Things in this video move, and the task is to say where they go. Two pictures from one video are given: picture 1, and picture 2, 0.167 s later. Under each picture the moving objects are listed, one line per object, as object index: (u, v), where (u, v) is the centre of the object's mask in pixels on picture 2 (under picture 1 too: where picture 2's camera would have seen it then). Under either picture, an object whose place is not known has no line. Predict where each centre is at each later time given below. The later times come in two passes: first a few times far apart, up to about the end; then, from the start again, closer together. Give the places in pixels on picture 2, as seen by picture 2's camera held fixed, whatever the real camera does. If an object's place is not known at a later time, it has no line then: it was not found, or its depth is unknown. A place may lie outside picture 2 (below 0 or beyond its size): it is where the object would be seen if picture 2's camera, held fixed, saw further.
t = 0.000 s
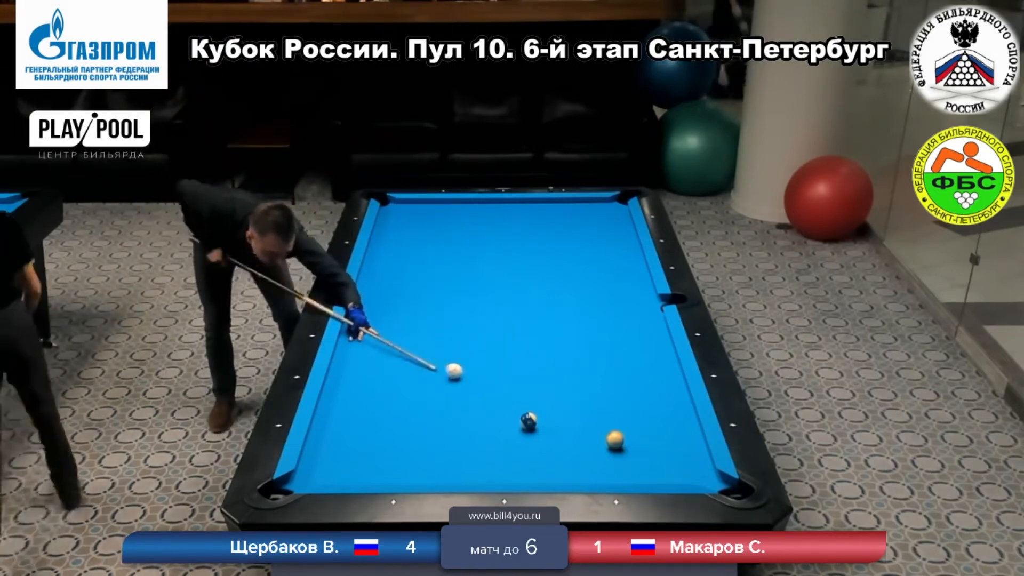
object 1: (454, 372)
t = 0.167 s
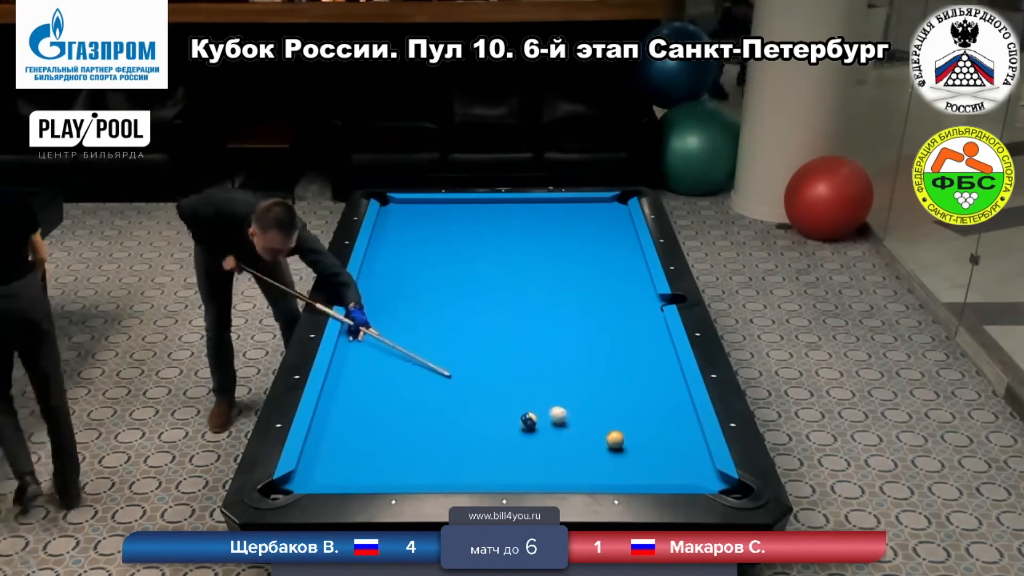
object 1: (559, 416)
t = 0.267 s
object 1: (601, 433)
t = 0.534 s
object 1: (594, 426)
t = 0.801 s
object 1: (586, 420)
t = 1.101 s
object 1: (578, 413)
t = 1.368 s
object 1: (572, 408)
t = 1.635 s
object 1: (567, 404)
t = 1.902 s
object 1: (563, 401)
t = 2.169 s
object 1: (559, 399)
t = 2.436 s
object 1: (557, 397)
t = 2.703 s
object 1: (556, 396)
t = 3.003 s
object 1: (554, 396)
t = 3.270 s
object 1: (555, 395)
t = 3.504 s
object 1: (555, 395)
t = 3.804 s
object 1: (555, 395)
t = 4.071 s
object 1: (555, 395)
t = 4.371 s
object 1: (555, 395)
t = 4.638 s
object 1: (555, 395)
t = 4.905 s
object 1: (555, 396)
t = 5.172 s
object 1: (555, 396)
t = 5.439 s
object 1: (555, 396)
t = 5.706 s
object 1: (555, 395)
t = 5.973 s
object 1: (555, 395)
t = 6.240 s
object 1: (555, 395)
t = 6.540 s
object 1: (555, 395)
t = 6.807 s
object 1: (555, 395)
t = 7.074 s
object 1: (555, 395)
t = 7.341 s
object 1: (555, 396)
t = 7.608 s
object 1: (555, 396)
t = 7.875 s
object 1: (555, 395)
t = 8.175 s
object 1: (555, 396)
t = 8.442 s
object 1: (555, 395)
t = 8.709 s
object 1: (555, 395)
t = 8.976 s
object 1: (555, 395)
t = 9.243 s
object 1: (555, 396)
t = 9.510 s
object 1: (555, 396)
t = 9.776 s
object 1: (555, 395)
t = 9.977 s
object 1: (555, 396)
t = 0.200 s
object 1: (579, 424)
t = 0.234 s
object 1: (599, 433)
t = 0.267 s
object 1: (601, 433)
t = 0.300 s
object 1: (601, 433)
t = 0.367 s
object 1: (600, 431)
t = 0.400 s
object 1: (598, 430)
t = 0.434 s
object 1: (597, 429)
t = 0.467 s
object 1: (596, 428)
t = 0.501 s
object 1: (595, 427)
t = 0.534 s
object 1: (594, 426)
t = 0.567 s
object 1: (593, 425)
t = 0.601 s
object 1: (592, 424)
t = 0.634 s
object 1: (590, 423)
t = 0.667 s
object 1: (589, 423)
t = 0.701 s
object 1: (588, 422)
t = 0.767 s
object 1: (587, 420)
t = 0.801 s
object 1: (586, 420)
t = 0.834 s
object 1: (585, 419)
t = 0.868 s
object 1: (584, 418)
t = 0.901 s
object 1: (583, 417)
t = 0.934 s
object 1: (582, 416)
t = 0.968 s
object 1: (581, 416)
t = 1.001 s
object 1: (580, 415)
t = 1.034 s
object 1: (579, 414)
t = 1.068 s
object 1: (579, 413)
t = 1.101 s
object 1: (578, 413)
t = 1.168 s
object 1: (576, 412)
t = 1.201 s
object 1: (576, 411)
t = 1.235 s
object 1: (575, 411)
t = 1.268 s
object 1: (574, 410)
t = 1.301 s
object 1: (573, 410)
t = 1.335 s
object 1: (573, 409)
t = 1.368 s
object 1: (572, 408)
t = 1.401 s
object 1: (571, 407)
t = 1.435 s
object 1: (571, 407)
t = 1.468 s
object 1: (570, 407)
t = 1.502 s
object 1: (570, 406)
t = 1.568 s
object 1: (568, 405)
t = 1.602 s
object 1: (568, 405)
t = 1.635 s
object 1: (567, 404)
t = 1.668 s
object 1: (567, 404)
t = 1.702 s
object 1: (566, 403)
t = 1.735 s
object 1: (566, 403)
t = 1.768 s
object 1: (565, 402)
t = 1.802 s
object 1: (565, 402)
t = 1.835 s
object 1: (564, 402)
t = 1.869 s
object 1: (564, 401)
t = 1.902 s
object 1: (563, 401)
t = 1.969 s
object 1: (563, 400)
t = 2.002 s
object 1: (562, 400)
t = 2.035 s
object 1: (562, 400)
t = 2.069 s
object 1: (561, 399)
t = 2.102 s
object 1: (561, 399)
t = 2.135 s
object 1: (560, 399)
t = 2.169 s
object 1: (559, 399)
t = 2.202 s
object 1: (559, 398)
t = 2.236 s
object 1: (559, 398)
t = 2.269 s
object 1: (559, 398)
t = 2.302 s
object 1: (558, 398)
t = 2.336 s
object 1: (558, 397)
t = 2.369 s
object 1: (557, 397)
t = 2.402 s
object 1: (557, 397)
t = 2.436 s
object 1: (557, 397)
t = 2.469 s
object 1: (557, 397)
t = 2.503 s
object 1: (557, 397)
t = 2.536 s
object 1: (557, 396)
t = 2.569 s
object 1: (556, 396)
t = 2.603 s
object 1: (556, 396)
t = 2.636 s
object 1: (555, 397)
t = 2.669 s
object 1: (555, 397)
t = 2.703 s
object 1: (556, 396)
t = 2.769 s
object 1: (555, 396)
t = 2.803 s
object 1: (554, 396)
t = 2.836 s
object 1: (554, 396)
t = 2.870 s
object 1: (554, 396)
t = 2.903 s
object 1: (555, 396)
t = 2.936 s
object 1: (555, 395)
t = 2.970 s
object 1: (555, 395)
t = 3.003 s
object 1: (554, 396)
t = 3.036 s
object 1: (555, 396)
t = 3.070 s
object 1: (555, 396)
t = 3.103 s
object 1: (555, 395)
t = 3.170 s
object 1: (555, 396)
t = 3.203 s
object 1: (555, 396)
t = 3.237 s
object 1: (555, 395)
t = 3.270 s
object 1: (555, 395)
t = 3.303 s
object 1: (555, 396)
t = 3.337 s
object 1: (555, 395)
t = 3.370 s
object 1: (555, 395)
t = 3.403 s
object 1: (555, 396)
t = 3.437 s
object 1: (555, 395)
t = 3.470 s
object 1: (555, 395)
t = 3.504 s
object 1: (555, 395)
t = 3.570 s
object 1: (555, 395)
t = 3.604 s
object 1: (555, 396)
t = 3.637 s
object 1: (555, 395)
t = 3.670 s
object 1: (555, 395)
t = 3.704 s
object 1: (555, 395)
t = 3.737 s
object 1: (555, 395)
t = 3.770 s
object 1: (555, 395)
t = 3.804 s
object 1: (555, 395)
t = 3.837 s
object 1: (555, 395)
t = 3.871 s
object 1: (555, 396)
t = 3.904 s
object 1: (555, 395)
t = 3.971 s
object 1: (555, 395)
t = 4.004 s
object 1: (555, 395)
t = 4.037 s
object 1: (555, 396)
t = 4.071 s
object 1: (555, 395)
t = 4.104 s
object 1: (555, 395)
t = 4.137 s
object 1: (555, 395)
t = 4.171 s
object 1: (555, 396)
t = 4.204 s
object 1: (555, 395)
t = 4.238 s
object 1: (555, 395)
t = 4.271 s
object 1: (555, 395)
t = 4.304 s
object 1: (555, 395)
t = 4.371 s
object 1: (555, 395)
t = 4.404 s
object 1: (555, 395)
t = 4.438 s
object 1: (555, 395)
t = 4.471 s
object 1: (555, 396)
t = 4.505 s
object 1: (555, 395)
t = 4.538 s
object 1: (555, 395)
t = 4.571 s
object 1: (555, 395)
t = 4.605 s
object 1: (555, 396)
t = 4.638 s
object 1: (555, 395)
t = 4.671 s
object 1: (555, 395)
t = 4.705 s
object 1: (555, 395)
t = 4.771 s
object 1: (555, 395)
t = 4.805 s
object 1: (555, 395)
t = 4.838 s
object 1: (555, 395)
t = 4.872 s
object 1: (555, 395)
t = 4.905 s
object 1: (555, 396)
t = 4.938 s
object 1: (555, 395)
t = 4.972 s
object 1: (555, 395)
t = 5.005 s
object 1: (555, 395)
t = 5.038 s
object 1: (555, 395)
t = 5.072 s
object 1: (555, 396)
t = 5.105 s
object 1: (555, 395)
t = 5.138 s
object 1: (555, 395)
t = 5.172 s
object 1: (555, 396)
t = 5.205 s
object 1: (555, 395)
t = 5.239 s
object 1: (555, 395)
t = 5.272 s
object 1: (555, 395)
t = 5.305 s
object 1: (555, 396)
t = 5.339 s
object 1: (555, 395)
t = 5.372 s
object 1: (555, 395)
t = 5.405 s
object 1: (555, 395)
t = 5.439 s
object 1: (555, 396)
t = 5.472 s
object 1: (555, 395)
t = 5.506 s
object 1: (555, 395)
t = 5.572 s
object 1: (555, 395)
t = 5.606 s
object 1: (555, 395)
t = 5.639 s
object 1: (555, 395)
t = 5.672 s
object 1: (555, 395)
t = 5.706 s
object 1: (555, 395)
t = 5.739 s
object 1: (555, 395)
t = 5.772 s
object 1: (555, 396)
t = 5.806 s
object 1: (555, 395)
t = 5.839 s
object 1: (555, 395)
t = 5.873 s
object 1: (555, 396)
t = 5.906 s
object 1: (555, 395)
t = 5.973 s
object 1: (555, 395)
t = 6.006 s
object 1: (555, 395)
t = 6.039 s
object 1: (555, 395)
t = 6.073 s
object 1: (555, 395)
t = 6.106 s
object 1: (555, 395)
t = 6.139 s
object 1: (555, 395)
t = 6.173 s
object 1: (555, 395)
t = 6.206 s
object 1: (555, 396)
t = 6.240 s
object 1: (555, 395)
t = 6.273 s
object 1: (555, 395)
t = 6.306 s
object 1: (555, 395)
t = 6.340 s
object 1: (555, 395)
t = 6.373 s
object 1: (555, 395)
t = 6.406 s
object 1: (555, 395)
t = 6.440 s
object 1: (555, 395)
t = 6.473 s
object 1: (555, 395)
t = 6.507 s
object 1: (555, 395)
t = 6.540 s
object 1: (555, 395)
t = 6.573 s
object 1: (555, 395)
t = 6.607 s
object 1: (555, 395)
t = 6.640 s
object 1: (555, 395)
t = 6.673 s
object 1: (555, 395)
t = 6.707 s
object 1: (555, 395)
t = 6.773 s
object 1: (555, 395)
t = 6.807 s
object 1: (555, 395)
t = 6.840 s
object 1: (555, 396)
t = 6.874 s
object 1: (555, 395)
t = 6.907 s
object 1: (555, 395)
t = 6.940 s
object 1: (555, 395)
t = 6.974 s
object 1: (555, 395)
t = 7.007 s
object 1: (555, 395)
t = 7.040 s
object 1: (555, 395)
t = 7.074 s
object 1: (555, 395)
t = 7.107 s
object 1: (555, 395)
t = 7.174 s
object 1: (555, 396)
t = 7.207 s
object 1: (555, 395)
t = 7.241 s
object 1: (555, 395)
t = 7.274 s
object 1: (555, 395)
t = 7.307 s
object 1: (555, 395)
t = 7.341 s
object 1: (555, 396)
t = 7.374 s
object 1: (555, 395)
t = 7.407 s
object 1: (555, 396)
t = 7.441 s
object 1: (555, 395)
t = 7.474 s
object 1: (555, 396)
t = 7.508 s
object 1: (555, 395)
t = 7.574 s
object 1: (555, 395)
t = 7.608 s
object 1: (555, 396)
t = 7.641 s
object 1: (555, 395)
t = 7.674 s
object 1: (555, 395)
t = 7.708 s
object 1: (555, 395)
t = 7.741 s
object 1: (555, 396)
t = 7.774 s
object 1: (555, 395)
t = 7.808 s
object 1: (555, 395)
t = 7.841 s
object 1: (555, 395)
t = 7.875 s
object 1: (555, 395)
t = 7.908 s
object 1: (555, 395)
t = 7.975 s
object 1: (555, 396)
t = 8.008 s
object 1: (555, 395)
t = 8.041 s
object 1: (555, 396)
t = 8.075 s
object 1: (555, 395)
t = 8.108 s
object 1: (555, 395)
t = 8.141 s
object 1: (555, 395)
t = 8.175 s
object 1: (555, 396)
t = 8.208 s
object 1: (555, 395)
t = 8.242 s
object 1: (555, 395)
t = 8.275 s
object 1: (555, 395)
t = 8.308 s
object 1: (555, 395)
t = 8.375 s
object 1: (555, 396)
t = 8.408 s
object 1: (555, 395)
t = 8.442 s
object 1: (555, 395)
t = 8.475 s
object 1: (555, 395)
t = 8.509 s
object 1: (555, 395)
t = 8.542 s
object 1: (555, 395)
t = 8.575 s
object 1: (555, 395)
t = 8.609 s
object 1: (555, 396)
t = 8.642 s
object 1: (555, 396)
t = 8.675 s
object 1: (555, 395)
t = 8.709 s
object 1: (555, 395)
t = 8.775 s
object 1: (555, 396)
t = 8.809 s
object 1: (555, 396)
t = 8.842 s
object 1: (555, 395)
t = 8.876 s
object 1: (555, 395)
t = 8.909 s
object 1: (555, 395)
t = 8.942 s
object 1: (555, 395)
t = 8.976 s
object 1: (555, 395)
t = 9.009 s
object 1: (555, 395)
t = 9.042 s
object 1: (555, 395)
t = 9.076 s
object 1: (555, 396)
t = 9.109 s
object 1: (555, 395)
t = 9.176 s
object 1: (555, 395)
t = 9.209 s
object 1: (555, 395)
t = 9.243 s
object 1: (555, 396)
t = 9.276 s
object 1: (555, 396)
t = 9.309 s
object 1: (555, 395)
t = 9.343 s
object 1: (555, 395)
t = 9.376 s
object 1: (555, 395)
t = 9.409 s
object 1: (555, 395)
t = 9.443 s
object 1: (555, 395)
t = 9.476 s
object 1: (555, 395)
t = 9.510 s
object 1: (555, 396)
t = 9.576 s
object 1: (555, 396)
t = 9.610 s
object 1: (555, 395)
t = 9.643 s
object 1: (555, 396)
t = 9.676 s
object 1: (555, 396)
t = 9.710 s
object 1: (555, 396)
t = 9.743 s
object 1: (555, 396)
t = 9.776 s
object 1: (555, 395)
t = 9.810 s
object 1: (555, 396)
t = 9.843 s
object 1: (555, 396)
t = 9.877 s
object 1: (555, 396)
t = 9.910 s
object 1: (555, 396)
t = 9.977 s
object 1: (555, 396)
